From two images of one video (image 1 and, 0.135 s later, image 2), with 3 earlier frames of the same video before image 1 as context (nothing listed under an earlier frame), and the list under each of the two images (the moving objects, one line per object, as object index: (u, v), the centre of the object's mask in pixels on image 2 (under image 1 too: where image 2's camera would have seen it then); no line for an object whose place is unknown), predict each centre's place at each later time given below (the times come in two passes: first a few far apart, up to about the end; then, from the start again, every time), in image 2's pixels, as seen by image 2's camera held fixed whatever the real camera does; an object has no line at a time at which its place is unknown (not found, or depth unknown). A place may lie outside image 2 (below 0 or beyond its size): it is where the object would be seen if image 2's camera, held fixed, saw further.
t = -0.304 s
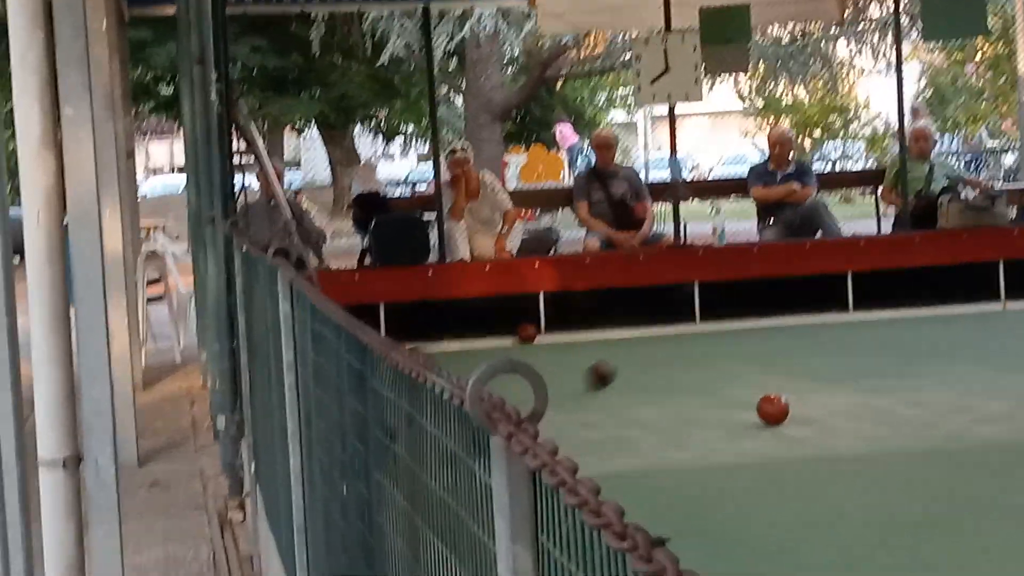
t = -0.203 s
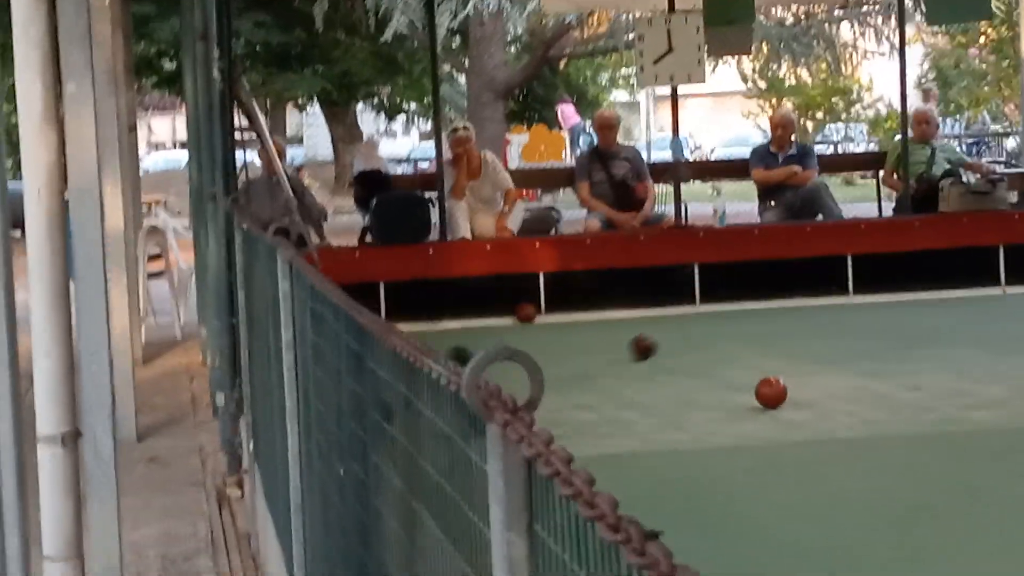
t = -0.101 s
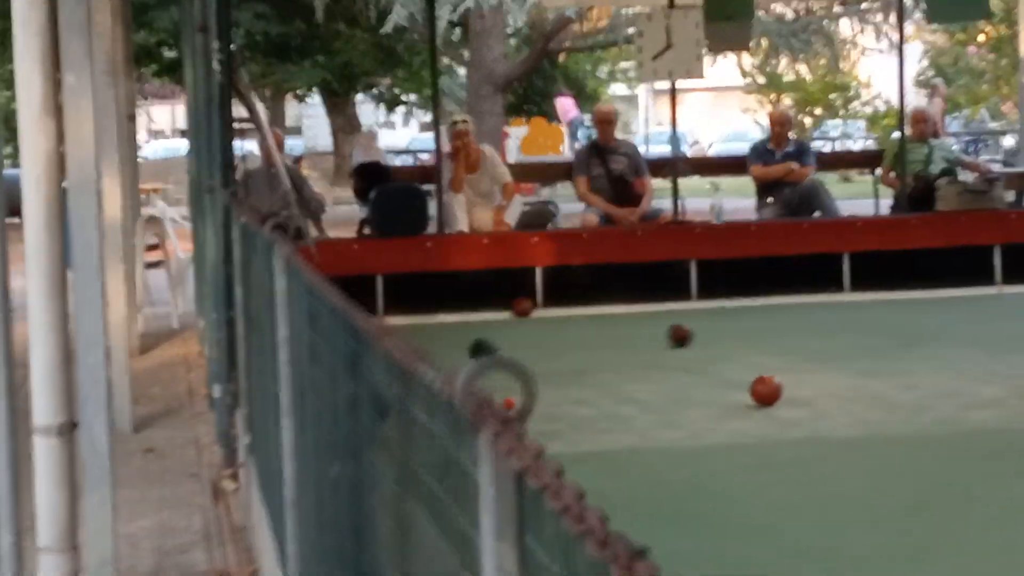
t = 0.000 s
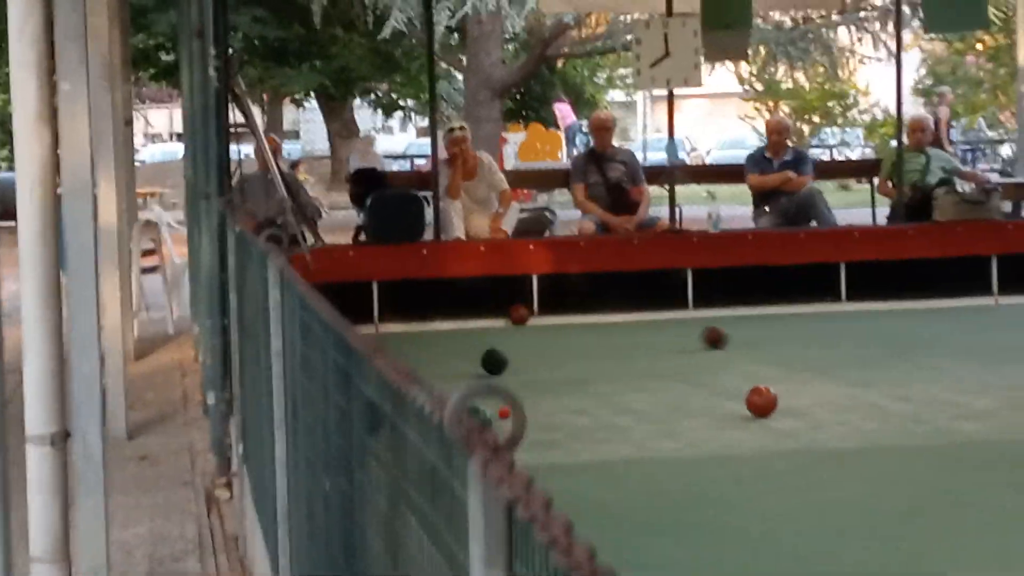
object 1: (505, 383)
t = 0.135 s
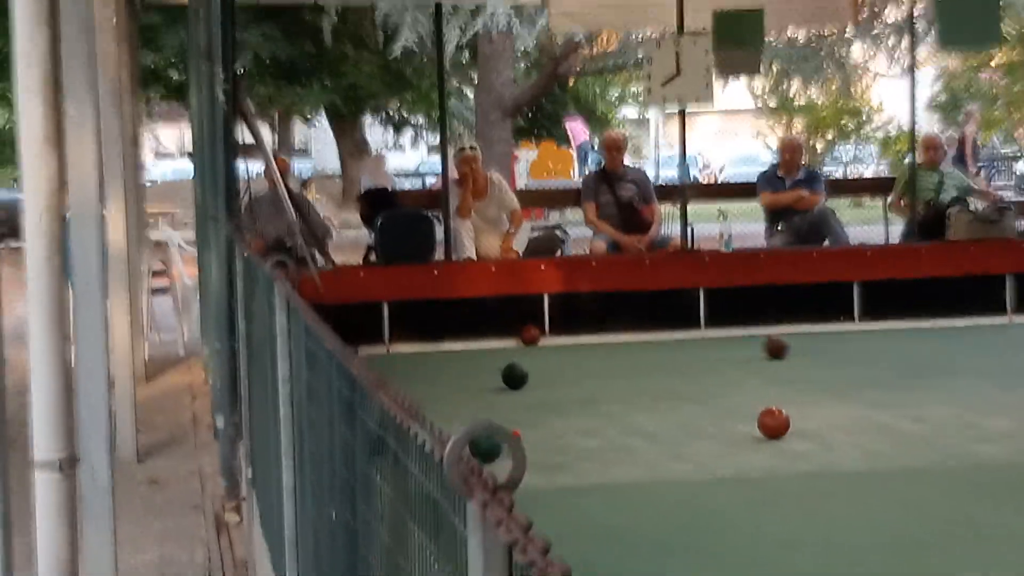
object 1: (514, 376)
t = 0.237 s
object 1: (522, 372)
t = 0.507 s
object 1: (540, 359)
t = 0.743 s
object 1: (554, 350)
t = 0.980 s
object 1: (567, 342)
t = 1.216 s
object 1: (578, 334)
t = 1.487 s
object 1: (589, 332)
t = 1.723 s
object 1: (603, 328)
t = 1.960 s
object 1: (619, 331)
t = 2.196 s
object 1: (633, 330)
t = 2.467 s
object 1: (646, 330)
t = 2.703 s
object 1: (657, 329)
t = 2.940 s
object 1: (666, 329)
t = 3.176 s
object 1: (673, 328)
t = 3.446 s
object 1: (679, 328)
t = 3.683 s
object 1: (681, 328)
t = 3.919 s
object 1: (681, 328)
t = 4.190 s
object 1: (680, 328)
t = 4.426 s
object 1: (680, 328)
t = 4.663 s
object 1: (679, 328)
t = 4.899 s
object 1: (679, 328)
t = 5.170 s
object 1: (678, 328)
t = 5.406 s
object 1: (676, 328)
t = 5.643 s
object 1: (675, 328)
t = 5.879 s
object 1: (674, 328)
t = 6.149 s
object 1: (674, 329)
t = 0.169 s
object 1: (517, 375)
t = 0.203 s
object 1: (519, 373)
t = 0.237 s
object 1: (522, 372)
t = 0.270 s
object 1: (524, 370)
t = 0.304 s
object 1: (526, 368)
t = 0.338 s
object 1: (529, 367)
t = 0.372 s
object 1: (531, 365)
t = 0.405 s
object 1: (533, 364)
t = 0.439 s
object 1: (536, 362)
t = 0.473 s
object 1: (538, 361)
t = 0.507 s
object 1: (540, 359)
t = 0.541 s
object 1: (542, 358)
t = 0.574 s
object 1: (544, 357)
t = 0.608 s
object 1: (546, 355)
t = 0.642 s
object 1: (549, 354)
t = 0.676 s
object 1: (551, 353)
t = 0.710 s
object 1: (553, 351)
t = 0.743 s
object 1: (554, 350)
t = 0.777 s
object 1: (556, 349)
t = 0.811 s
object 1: (558, 348)
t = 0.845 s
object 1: (560, 347)
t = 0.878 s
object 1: (562, 345)
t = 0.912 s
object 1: (564, 344)
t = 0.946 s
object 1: (565, 343)
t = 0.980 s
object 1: (567, 342)
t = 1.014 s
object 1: (569, 340)
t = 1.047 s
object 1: (570, 339)
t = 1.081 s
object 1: (572, 338)
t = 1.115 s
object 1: (573, 337)
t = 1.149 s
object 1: (575, 336)
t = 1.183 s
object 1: (576, 335)
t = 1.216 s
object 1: (578, 334)
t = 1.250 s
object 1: (579, 333)
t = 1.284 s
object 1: (581, 332)
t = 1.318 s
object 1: (582, 331)
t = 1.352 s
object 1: (584, 332)
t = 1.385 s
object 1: (585, 332)
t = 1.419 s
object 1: (587, 332)
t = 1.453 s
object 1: (587, 332)
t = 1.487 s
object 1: (589, 332)
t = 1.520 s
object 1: (590, 332)
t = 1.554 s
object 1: (592, 327)
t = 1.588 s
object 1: (593, 324)
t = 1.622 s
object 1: (596, 323)
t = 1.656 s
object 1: (597, 323)
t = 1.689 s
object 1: (600, 324)
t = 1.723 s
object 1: (603, 328)
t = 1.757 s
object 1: (605, 331)
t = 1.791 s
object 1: (607, 330)
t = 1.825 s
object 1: (609, 330)
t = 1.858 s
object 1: (612, 330)
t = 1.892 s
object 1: (614, 330)
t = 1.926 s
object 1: (617, 331)
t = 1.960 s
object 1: (619, 331)
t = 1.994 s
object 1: (621, 331)
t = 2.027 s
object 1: (623, 331)
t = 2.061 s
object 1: (625, 330)
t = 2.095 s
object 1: (627, 330)
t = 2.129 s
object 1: (629, 330)
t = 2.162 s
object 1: (631, 330)
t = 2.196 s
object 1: (633, 330)
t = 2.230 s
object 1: (635, 330)
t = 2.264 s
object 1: (637, 330)
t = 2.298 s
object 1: (638, 330)
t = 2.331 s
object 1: (640, 330)
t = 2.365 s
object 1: (642, 330)
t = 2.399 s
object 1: (643, 330)
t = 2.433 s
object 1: (645, 330)
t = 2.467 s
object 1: (646, 330)
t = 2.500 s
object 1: (648, 329)
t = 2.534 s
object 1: (650, 330)
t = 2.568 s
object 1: (651, 329)
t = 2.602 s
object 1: (653, 329)
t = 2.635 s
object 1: (654, 329)
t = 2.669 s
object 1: (655, 329)
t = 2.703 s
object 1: (657, 329)
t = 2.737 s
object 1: (659, 329)
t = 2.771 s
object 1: (660, 329)
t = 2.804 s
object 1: (661, 329)
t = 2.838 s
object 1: (662, 329)
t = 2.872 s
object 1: (663, 329)
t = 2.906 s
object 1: (664, 329)
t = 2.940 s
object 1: (666, 329)
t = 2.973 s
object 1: (667, 329)
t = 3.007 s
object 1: (668, 329)
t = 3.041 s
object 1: (669, 328)
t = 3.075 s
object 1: (670, 328)
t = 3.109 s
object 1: (672, 329)
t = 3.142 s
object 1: (672, 328)
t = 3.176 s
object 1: (673, 328)
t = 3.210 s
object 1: (674, 328)
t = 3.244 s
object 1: (675, 328)
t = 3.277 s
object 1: (676, 328)
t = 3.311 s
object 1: (677, 328)
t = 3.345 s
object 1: (677, 328)
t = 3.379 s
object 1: (678, 328)
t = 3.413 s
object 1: (678, 328)
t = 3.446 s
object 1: (679, 328)
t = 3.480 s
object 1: (679, 328)
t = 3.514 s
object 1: (679, 328)
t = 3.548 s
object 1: (680, 328)
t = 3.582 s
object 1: (680, 327)
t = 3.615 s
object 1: (680, 328)
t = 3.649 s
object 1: (681, 328)
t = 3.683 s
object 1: (681, 328)
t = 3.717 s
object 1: (681, 328)
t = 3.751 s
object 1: (681, 327)
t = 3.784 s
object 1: (681, 328)
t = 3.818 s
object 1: (681, 328)
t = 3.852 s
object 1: (681, 328)
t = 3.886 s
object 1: (681, 328)
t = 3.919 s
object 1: (681, 328)
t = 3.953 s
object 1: (681, 328)
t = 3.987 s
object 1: (681, 328)
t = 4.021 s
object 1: (681, 328)
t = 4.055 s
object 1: (681, 328)
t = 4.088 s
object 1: (681, 328)
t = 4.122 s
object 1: (681, 328)
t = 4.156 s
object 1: (681, 328)
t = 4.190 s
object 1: (680, 328)
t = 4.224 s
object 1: (680, 328)
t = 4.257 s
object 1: (680, 327)
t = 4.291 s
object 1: (680, 328)
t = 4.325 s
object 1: (680, 328)
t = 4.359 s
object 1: (680, 328)
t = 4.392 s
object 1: (680, 328)
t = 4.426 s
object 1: (680, 328)
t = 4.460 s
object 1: (680, 328)
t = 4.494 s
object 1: (680, 328)
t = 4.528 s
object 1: (679, 328)
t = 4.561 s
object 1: (679, 328)
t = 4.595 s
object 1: (680, 328)
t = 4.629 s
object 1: (679, 328)
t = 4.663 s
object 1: (679, 328)
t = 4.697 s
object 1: (679, 328)
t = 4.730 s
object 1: (679, 328)
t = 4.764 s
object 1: (679, 328)
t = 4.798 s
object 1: (679, 328)
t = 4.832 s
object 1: (678, 328)
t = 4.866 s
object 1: (679, 328)
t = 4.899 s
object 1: (679, 328)
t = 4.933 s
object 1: (678, 328)
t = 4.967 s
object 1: (678, 328)
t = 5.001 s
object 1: (678, 328)
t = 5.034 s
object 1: (678, 328)
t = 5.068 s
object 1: (678, 328)
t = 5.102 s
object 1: (678, 328)
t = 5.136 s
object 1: (678, 328)
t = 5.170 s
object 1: (678, 328)
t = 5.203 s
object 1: (677, 328)
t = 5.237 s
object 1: (677, 328)
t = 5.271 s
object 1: (677, 328)
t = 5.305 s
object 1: (676, 328)
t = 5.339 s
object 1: (676, 328)
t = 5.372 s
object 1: (676, 328)
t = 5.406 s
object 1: (676, 328)
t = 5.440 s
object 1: (676, 328)
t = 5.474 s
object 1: (676, 328)
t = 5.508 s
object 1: (676, 328)
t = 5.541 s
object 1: (676, 328)
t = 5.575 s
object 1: (676, 328)
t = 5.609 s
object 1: (675, 328)
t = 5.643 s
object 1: (675, 328)
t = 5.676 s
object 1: (675, 328)
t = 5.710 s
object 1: (674, 328)
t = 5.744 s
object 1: (674, 328)
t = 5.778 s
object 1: (674, 328)
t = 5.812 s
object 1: (674, 328)
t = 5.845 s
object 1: (674, 328)
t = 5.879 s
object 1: (674, 328)
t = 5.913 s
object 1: (674, 329)
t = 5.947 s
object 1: (674, 329)
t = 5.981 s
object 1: (674, 329)
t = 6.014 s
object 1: (674, 329)
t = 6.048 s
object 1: (674, 330)
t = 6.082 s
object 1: (674, 328)
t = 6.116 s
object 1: (674, 329)
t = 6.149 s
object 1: (674, 329)
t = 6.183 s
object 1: (674, 329)
